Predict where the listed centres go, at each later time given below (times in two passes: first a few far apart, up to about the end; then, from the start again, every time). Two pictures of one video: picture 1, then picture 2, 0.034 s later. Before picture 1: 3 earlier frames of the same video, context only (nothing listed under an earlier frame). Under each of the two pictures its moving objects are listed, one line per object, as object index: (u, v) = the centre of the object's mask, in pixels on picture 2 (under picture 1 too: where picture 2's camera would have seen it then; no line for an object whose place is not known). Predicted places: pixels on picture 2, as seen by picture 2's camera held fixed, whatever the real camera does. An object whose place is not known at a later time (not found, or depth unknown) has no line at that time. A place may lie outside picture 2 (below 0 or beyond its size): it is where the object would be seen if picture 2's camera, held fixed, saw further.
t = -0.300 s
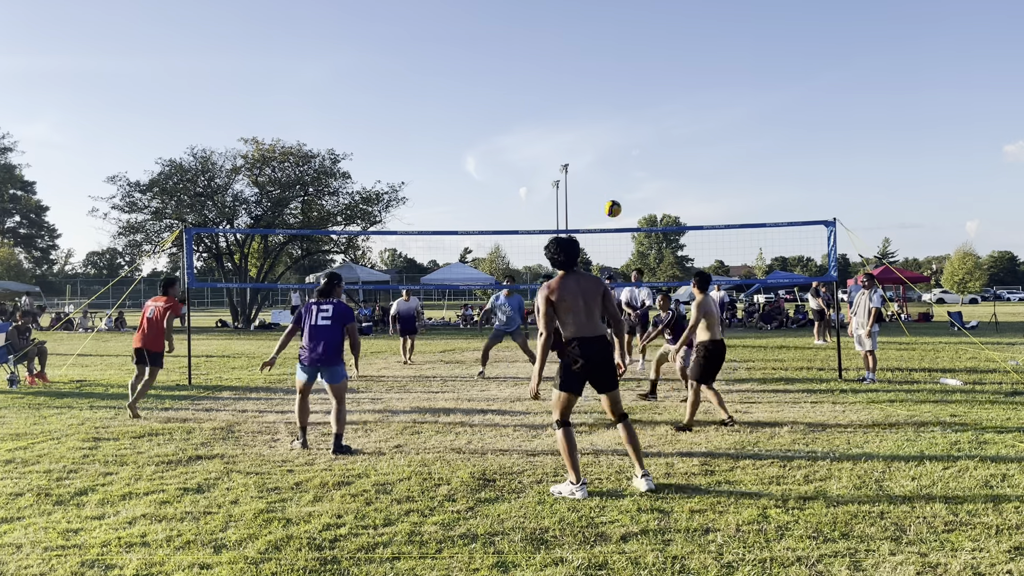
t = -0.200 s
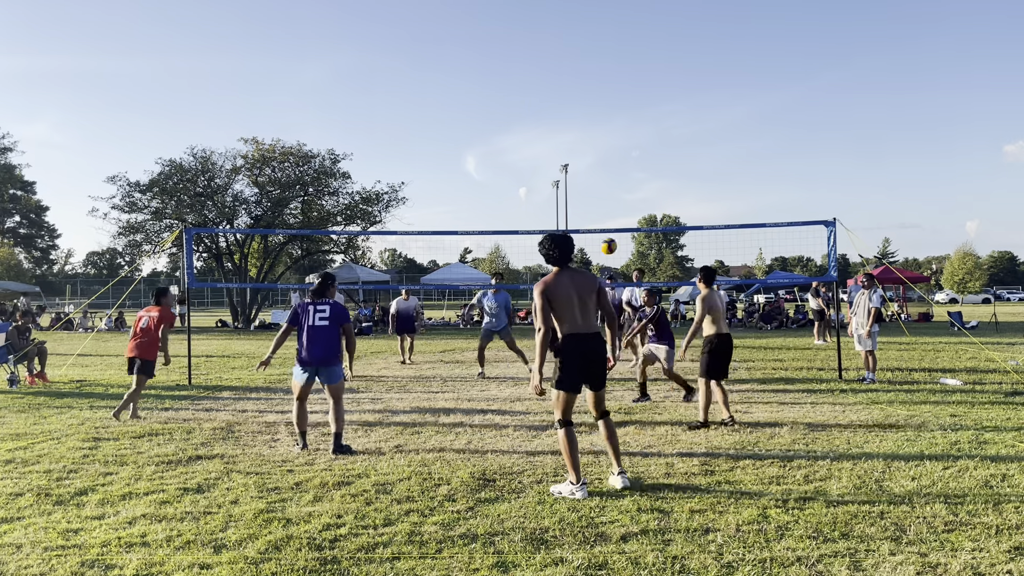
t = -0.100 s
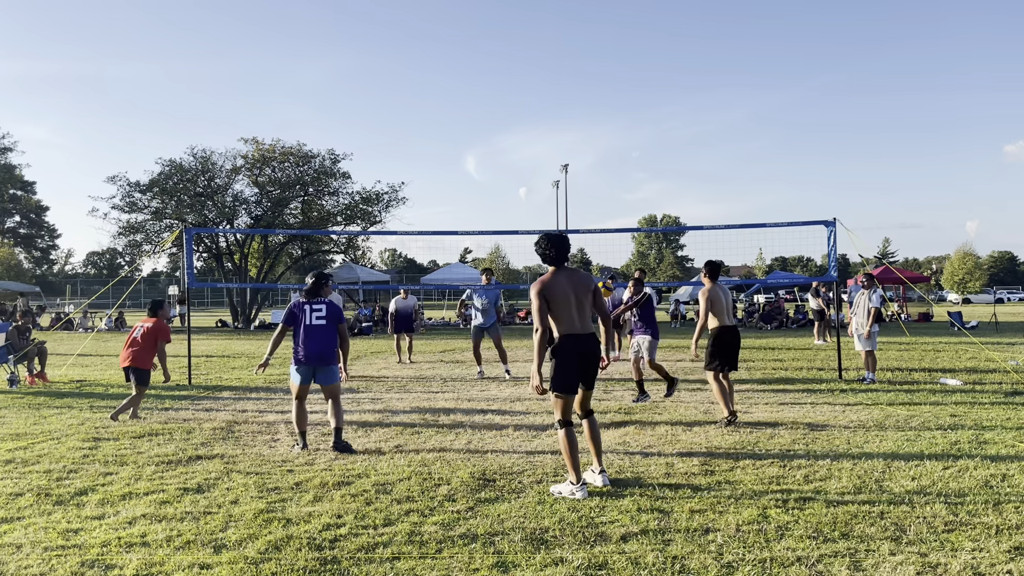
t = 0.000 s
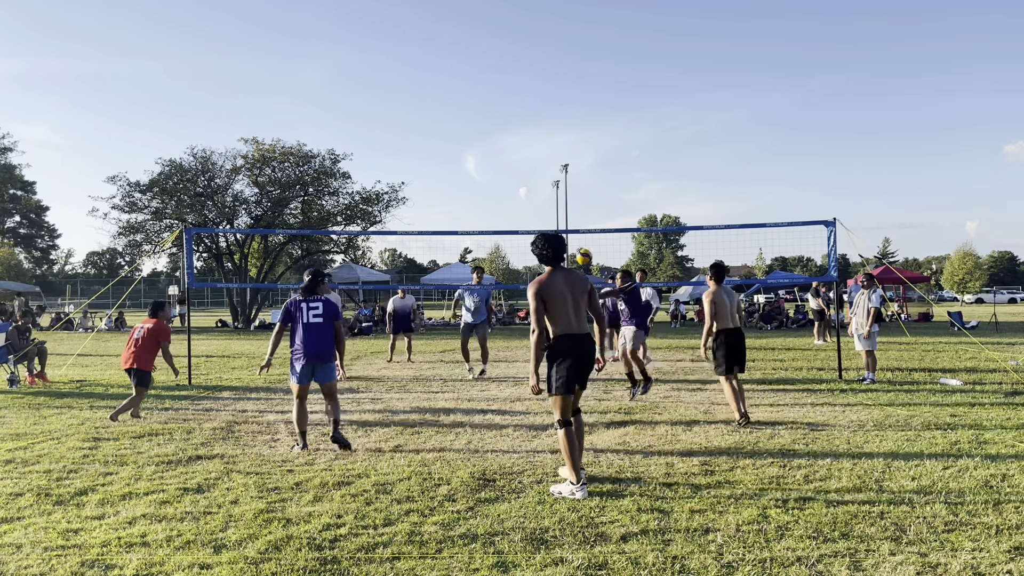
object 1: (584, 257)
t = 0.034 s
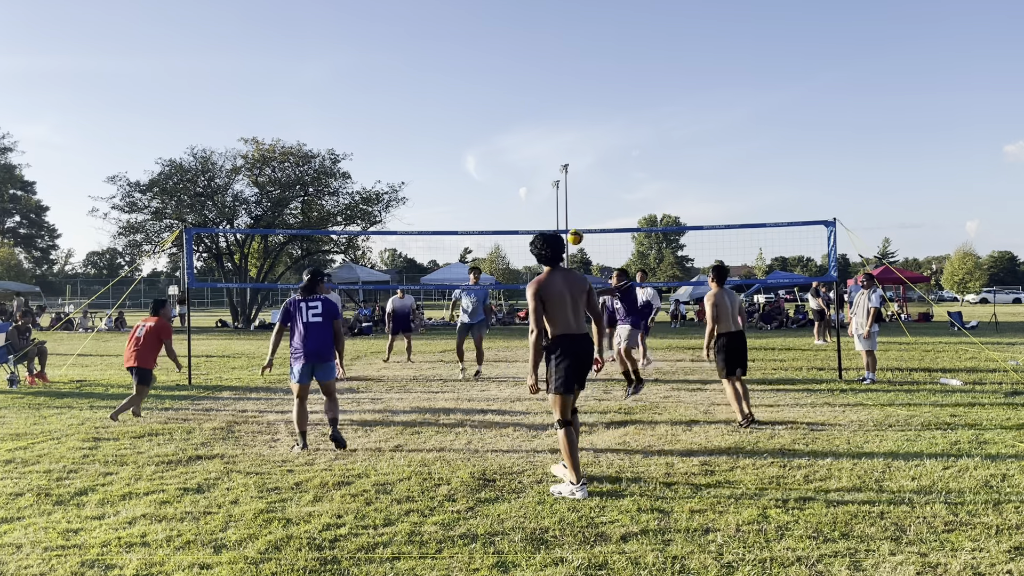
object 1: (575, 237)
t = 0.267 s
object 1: (516, 123)
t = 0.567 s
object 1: (444, 43)
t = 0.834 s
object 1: (386, 30)
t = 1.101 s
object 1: (332, 71)
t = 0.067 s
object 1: (566, 218)
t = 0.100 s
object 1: (557, 200)
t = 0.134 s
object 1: (549, 183)
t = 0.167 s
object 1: (540, 166)
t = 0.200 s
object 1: (532, 151)
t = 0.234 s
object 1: (524, 137)
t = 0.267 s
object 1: (516, 123)
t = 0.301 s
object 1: (507, 111)
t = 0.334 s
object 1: (500, 99)
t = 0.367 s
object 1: (492, 88)
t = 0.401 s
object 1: (483, 78)
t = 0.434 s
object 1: (476, 70)
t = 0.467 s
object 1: (468, 61)
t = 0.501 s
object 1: (460, 54)
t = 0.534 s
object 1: (452, 48)
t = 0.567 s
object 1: (444, 43)
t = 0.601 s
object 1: (437, 38)
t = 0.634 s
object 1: (430, 34)
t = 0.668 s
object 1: (422, 32)
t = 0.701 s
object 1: (415, 30)
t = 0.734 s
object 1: (408, 29)
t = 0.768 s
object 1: (400, 28)
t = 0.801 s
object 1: (393, 29)
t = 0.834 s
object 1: (386, 30)
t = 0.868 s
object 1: (379, 32)
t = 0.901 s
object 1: (372, 35)
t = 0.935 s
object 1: (365, 39)
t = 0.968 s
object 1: (358, 44)
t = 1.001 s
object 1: (351, 50)
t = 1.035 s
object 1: (345, 56)
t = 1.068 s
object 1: (339, 63)
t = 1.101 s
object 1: (332, 71)
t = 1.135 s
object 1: (326, 80)
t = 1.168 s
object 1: (320, 90)
